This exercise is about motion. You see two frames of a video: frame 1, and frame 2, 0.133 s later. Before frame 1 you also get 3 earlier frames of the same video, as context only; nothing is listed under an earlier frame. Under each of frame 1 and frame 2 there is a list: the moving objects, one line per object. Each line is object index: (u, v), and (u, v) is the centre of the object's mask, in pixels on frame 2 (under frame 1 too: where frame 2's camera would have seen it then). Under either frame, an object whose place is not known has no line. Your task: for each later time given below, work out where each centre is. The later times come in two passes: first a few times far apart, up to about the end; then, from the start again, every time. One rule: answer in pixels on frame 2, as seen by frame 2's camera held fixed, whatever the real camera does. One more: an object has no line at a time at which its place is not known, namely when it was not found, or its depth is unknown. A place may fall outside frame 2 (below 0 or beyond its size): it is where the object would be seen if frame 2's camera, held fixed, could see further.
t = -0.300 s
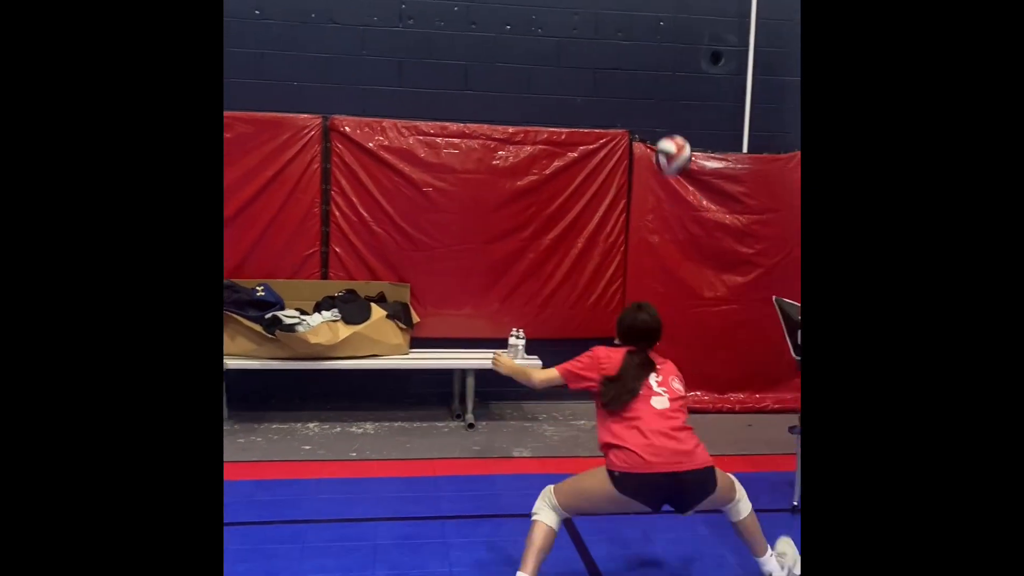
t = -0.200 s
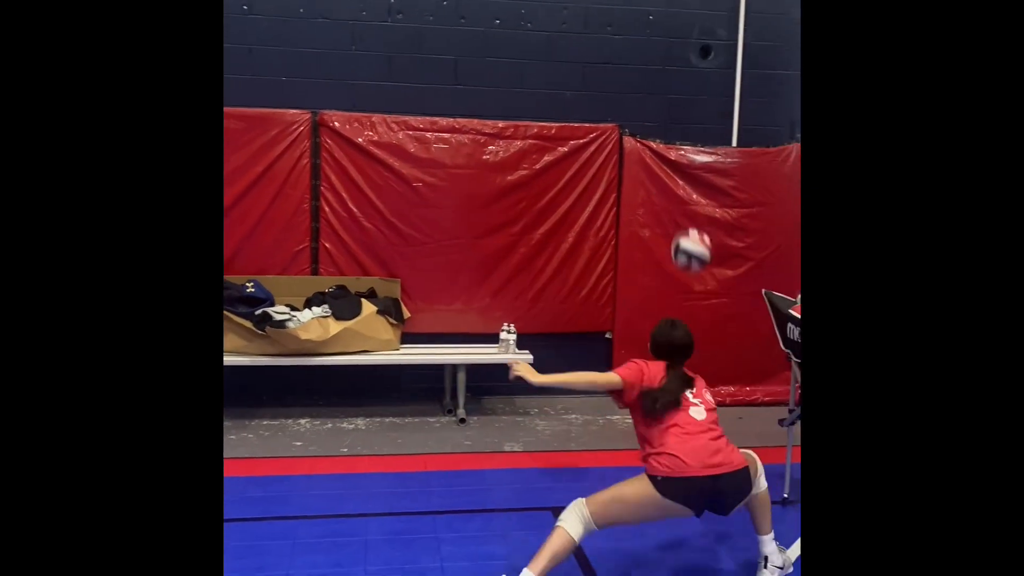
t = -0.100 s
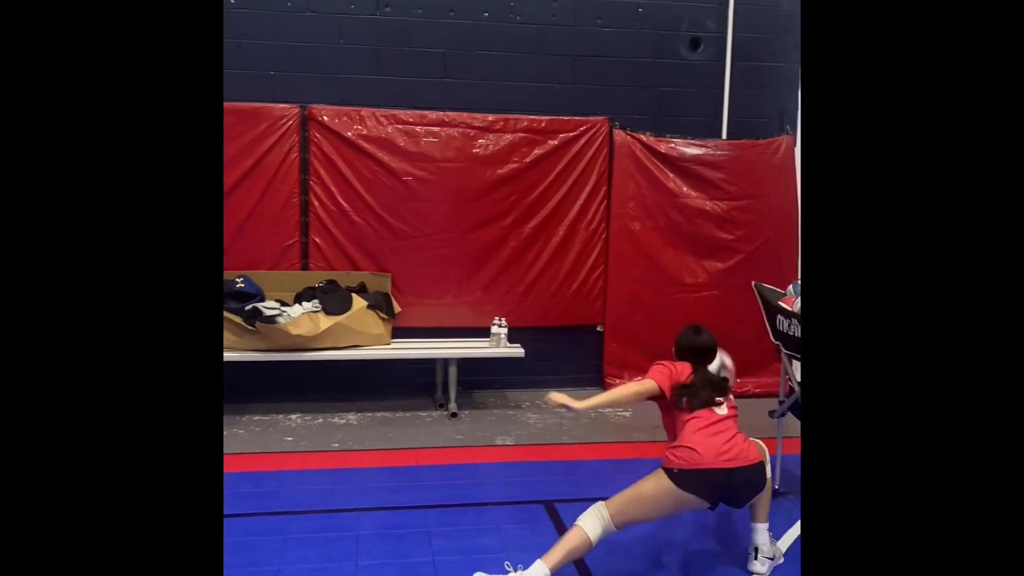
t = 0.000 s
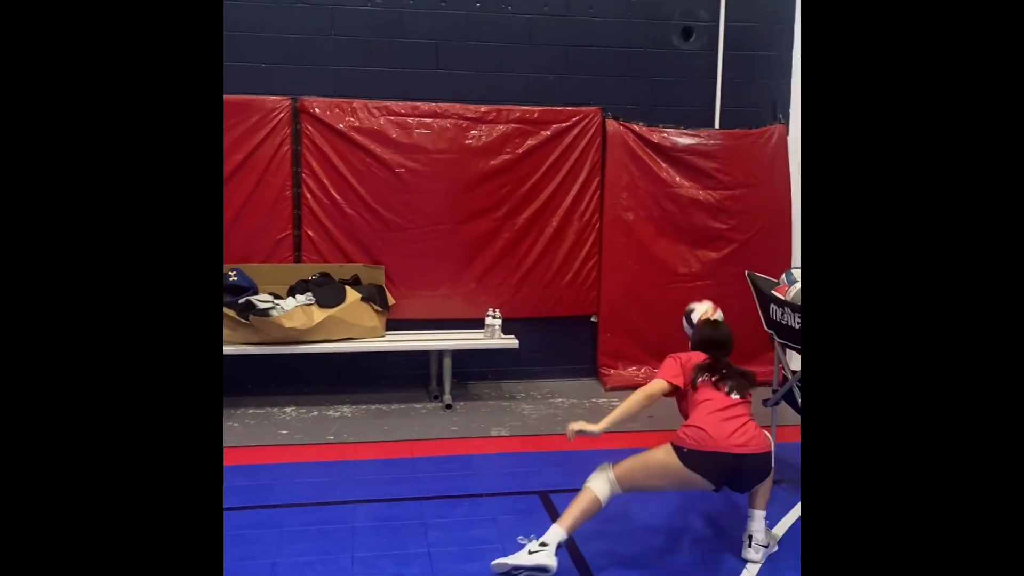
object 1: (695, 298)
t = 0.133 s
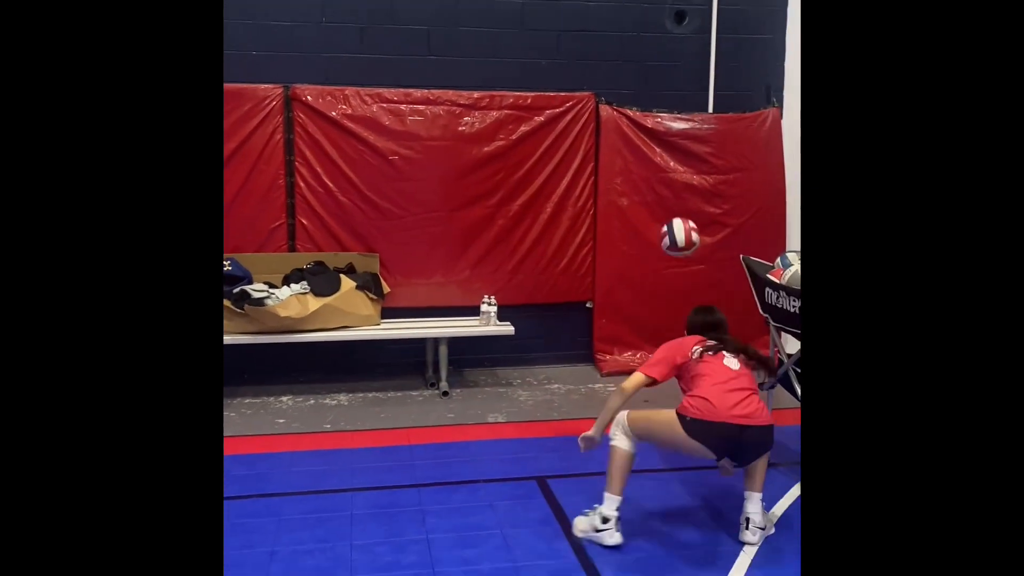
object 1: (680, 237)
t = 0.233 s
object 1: (667, 209)
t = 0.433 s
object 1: (642, 211)
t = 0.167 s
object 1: (675, 226)
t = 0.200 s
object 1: (671, 217)
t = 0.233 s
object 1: (667, 209)
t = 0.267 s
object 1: (663, 205)
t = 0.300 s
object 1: (659, 202)
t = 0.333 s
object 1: (655, 202)
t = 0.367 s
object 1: (651, 203)
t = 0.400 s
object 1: (647, 207)
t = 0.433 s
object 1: (642, 211)
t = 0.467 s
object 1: (638, 218)
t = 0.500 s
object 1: (635, 225)
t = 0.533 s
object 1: (631, 234)
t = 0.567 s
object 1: (628, 245)
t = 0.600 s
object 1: (624, 257)
